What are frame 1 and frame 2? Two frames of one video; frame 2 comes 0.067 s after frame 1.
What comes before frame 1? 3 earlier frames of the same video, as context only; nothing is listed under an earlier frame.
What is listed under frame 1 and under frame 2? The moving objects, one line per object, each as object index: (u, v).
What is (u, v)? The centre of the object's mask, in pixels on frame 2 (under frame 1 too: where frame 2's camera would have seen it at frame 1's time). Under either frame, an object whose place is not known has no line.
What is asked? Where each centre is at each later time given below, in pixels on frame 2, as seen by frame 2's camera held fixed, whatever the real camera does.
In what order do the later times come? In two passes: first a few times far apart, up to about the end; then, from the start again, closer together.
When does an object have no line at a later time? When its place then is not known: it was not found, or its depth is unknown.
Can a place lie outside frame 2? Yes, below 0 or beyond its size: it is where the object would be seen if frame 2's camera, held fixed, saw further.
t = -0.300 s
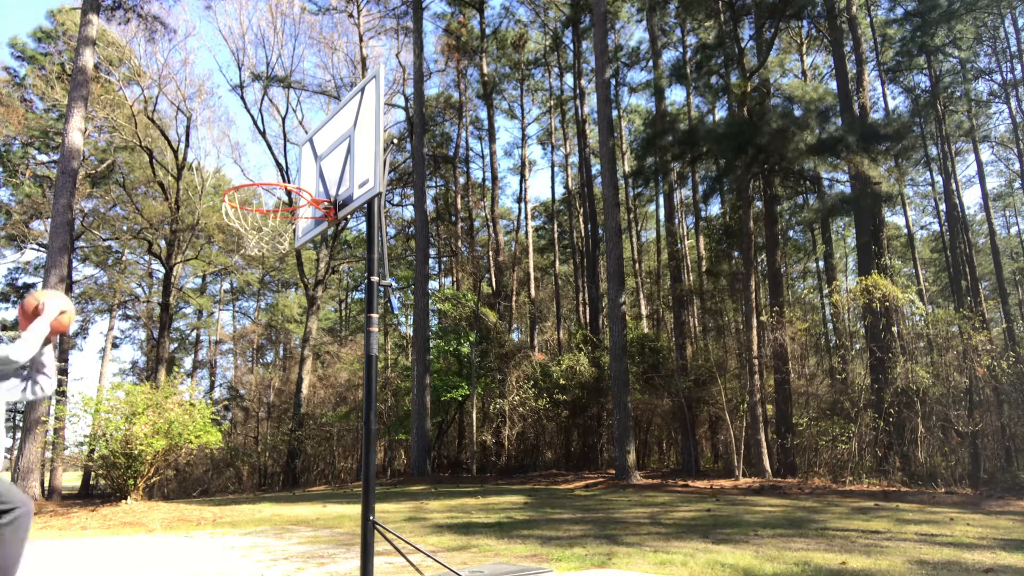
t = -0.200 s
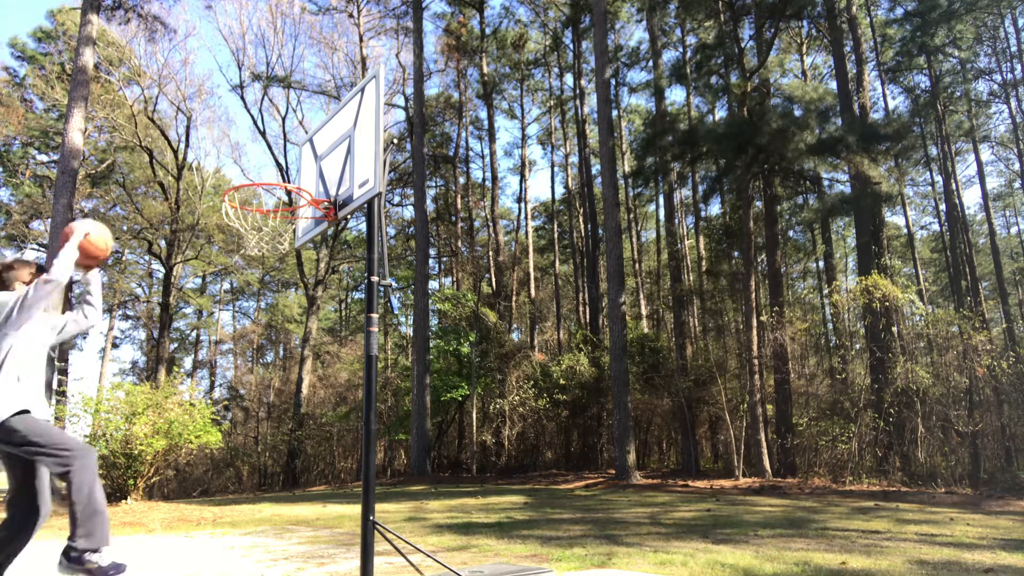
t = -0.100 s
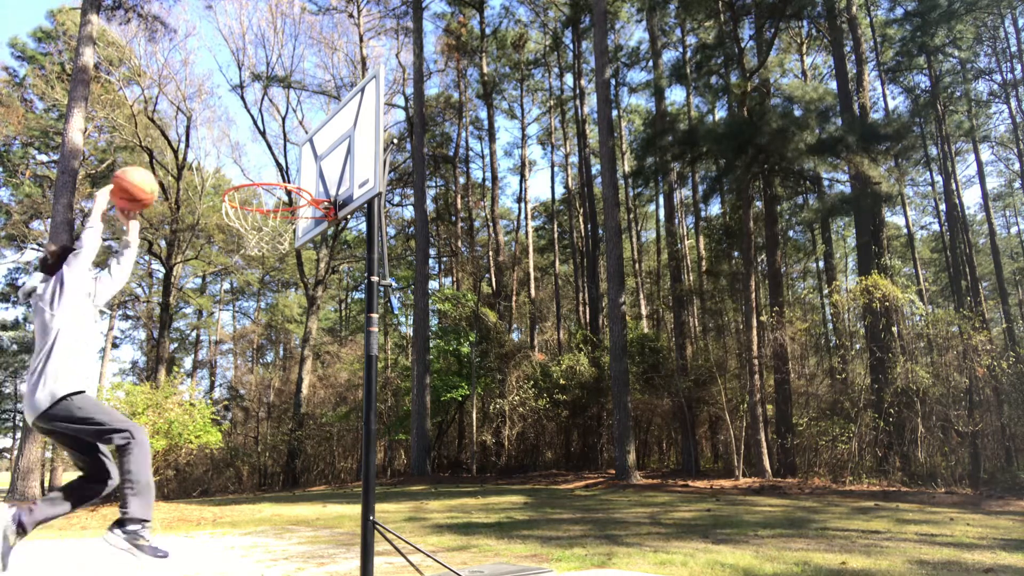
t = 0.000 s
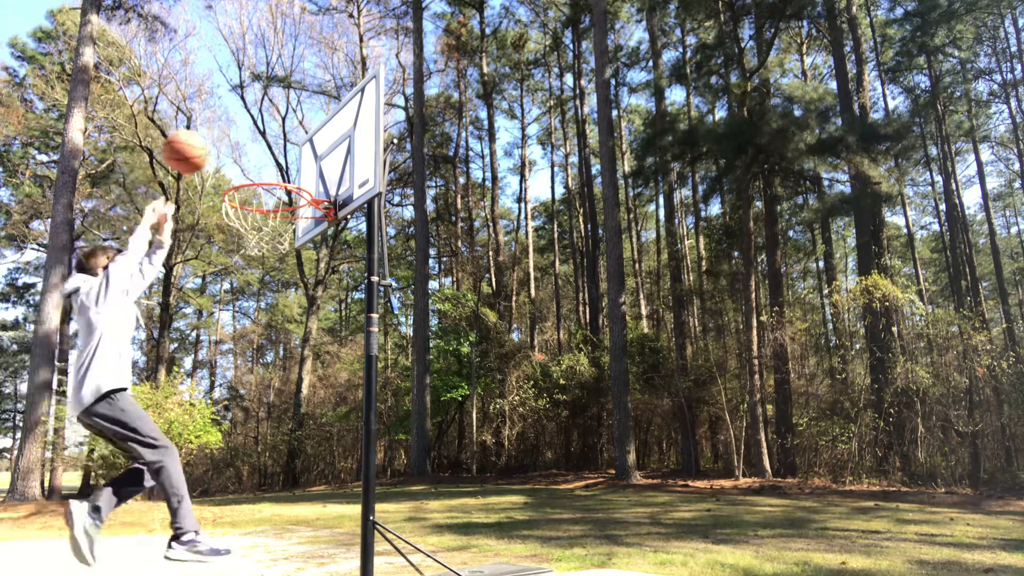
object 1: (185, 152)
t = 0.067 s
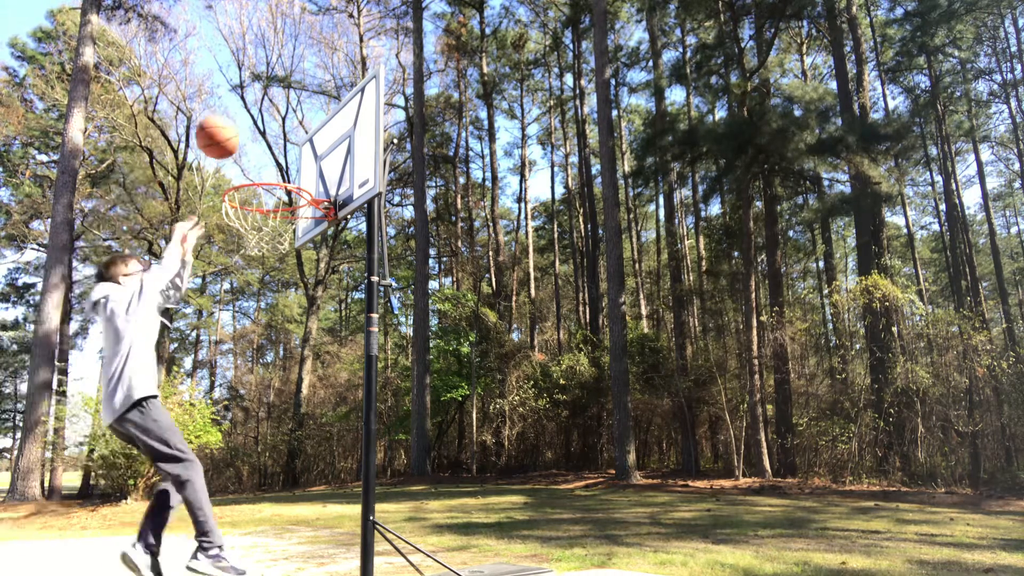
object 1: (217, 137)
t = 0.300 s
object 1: (321, 144)
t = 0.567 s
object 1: (260, 203)
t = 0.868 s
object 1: (276, 269)
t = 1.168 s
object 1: (319, 428)
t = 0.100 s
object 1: (233, 134)
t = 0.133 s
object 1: (249, 131)
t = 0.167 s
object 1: (264, 129)
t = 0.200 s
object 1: (278, 131)
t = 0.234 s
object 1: (293, 134)
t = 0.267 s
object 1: (308, 139)
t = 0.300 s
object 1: (321, 144)
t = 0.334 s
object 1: (315, 145)
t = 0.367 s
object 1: (307, 148)
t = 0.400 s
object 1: (299, 154)
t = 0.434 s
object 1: (291, 159)
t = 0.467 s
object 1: (282, 166)
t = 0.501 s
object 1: (273, 177)
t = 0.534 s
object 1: (263, 191)
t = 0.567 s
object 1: (260, 203)
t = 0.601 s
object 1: (253, 214)
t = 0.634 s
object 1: (249, 228)
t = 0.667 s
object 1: (245, 242)
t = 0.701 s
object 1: (249, 245)
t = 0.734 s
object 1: (254, 247)
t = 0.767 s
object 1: (260, 250)
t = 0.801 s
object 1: (265, 255)
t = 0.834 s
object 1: (270, 260)
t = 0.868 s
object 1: (276, 269)
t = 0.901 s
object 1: (280, 278)
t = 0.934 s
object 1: (286, 290)
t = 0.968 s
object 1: (291, 304)
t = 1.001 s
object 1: (296, 319)
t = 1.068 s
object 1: (306, 356)
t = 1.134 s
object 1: (315, 402)
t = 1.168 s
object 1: (319, 428)
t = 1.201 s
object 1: (323, 455)
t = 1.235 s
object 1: (328, 485)
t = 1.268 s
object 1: (333, 518)
